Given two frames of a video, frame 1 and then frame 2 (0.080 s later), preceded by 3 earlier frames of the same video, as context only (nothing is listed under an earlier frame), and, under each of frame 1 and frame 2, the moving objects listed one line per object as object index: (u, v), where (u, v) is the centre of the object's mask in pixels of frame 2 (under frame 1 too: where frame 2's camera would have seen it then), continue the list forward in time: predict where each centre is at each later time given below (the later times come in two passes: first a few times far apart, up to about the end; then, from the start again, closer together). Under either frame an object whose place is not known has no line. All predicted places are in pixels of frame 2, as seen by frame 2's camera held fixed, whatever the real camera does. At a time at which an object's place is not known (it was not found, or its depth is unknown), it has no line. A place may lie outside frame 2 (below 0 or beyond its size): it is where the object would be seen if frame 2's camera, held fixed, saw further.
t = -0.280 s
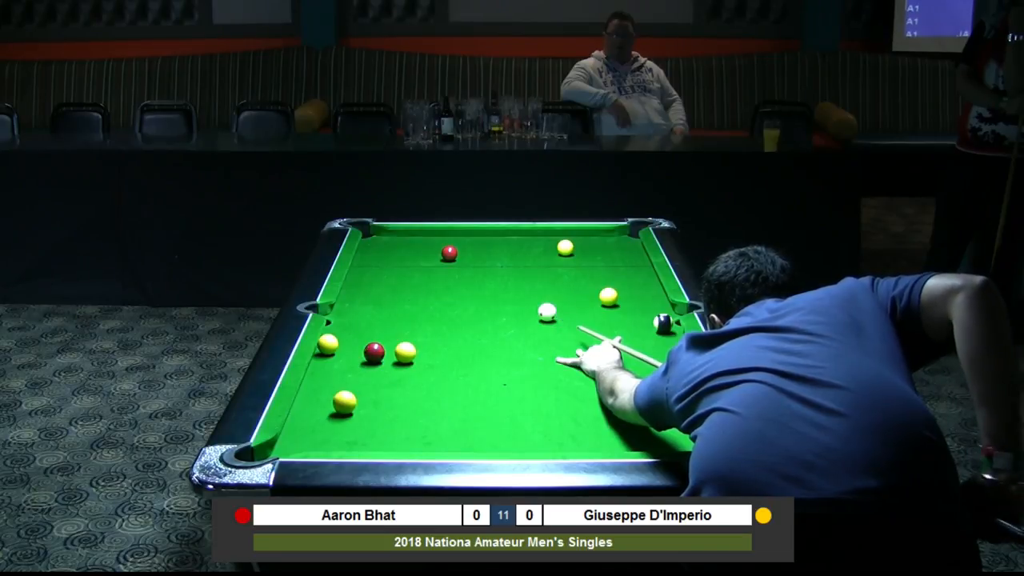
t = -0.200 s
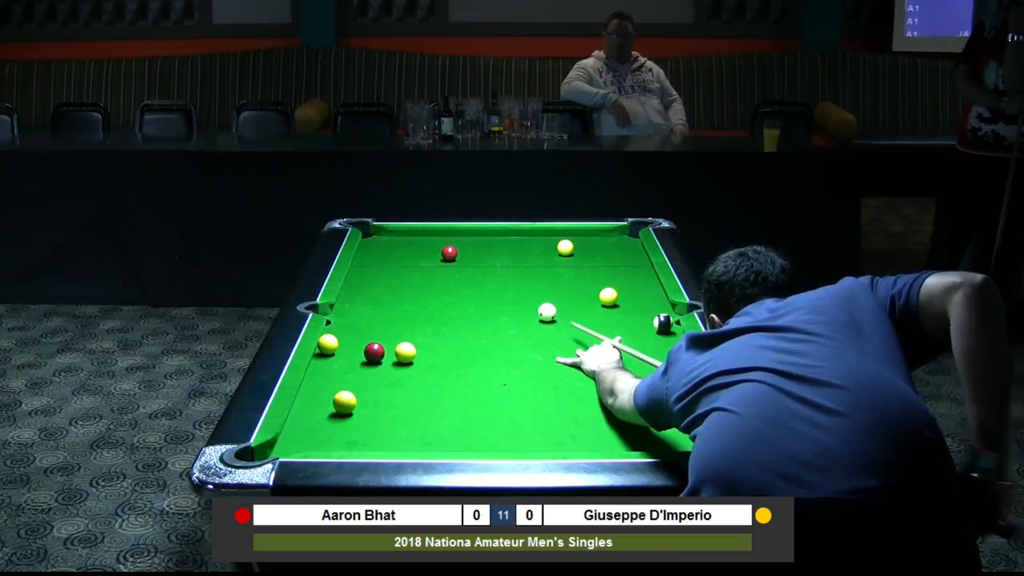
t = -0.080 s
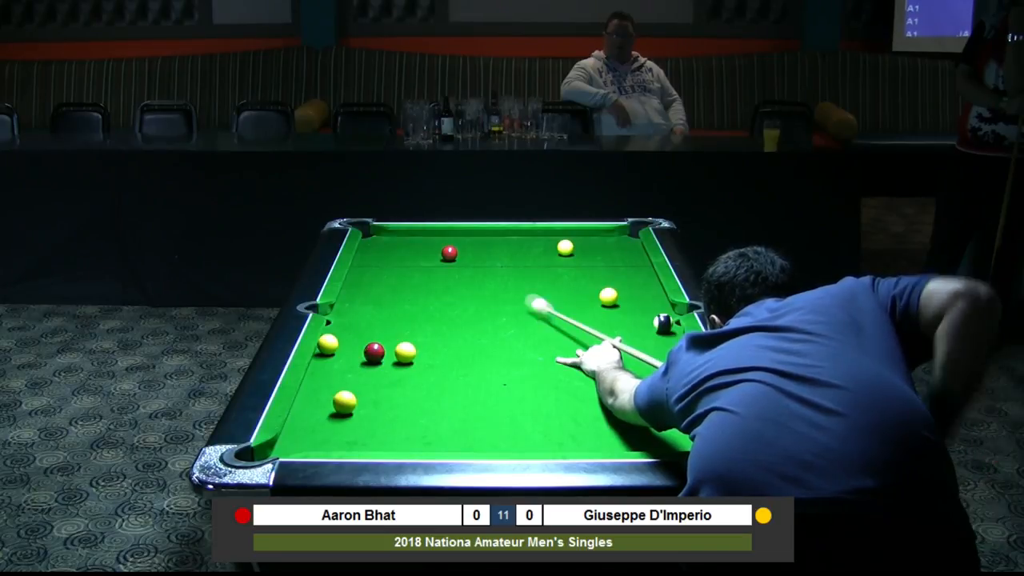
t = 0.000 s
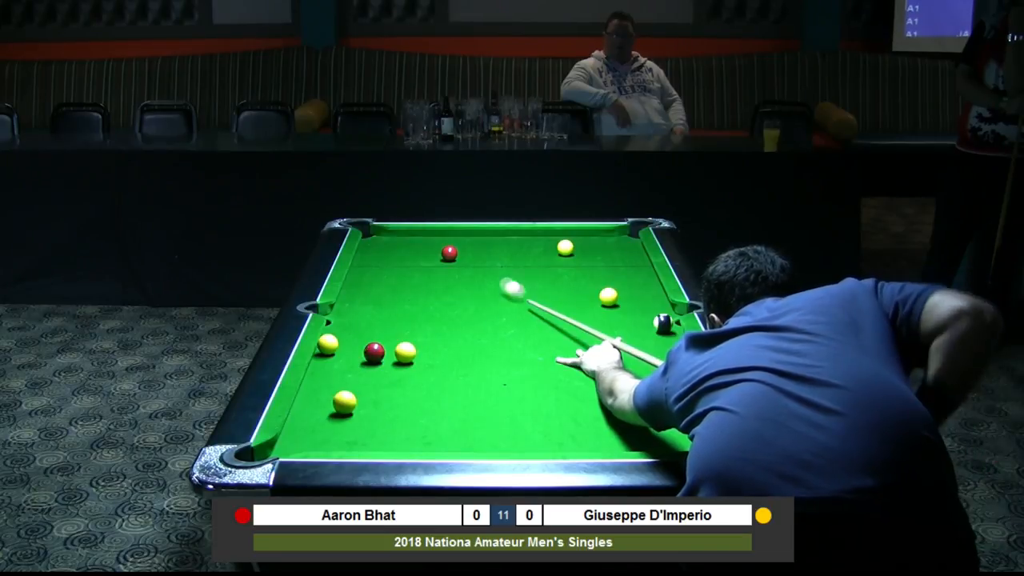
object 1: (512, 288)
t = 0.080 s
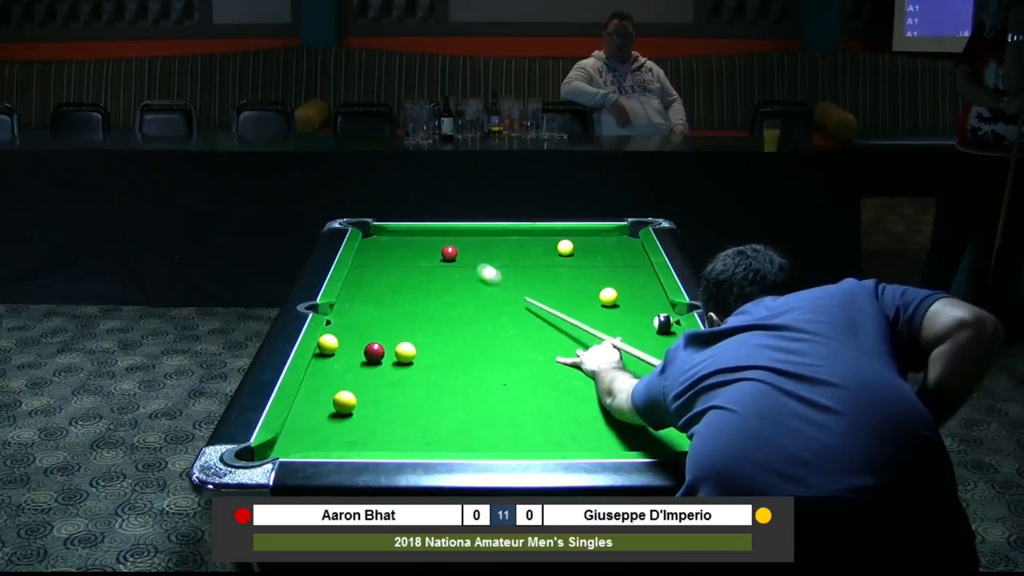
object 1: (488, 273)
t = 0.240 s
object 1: (471, 253)
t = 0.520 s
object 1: (501, 236)
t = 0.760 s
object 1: (513, 238)
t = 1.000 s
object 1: (522, 247)
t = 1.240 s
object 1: (531, 256)
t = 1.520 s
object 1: (542, 267)
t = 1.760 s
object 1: (550, 276)
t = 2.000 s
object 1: (559, 285)
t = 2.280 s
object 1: (568, 295)
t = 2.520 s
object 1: (576, 304)
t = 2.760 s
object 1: (583, 312)
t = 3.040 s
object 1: (591, 322)
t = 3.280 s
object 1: (597, 329)
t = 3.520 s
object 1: (603, 336)
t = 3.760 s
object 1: (608, 343)
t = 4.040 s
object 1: (614, 350)
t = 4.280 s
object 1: (618, 355)
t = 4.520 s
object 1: (621, 360)
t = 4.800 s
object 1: (624, 364)
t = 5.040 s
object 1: (626, 367)
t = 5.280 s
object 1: (627, 369)
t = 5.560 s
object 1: (628, 370)
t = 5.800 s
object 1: (628, 370)
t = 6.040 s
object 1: (628, 370)
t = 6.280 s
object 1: (628, 370)
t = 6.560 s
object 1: (628, 370)
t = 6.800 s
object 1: (628, 370)
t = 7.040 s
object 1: (628, 370)
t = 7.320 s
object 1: (628, 370)
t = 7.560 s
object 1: (628, 370)
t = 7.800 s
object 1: (628, 370)
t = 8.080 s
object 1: (628, 370)
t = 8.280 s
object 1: (628, 370)
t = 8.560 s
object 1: (628, 370)
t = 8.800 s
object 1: (628, 370)
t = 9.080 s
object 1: (628, 370)
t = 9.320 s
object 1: (628, 370)
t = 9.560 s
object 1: (628, 370)
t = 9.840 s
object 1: (628, 370)
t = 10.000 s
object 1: (628, 370)
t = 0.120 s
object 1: (478, 266)
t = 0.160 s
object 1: (467, 260)
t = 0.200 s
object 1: (464, 255)
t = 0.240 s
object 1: (471, 253)
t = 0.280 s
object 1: (478, 251)
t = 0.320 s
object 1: (483, 249)
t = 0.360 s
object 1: (488, 246)
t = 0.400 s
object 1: (491, 244)
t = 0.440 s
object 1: (495, 241)
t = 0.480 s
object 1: (498, 239)
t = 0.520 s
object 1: (501, 236)
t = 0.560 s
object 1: (504, 233)
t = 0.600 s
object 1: (507, 232)
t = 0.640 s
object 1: (509, 233)
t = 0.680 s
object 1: (510, 235)
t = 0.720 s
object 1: (512, 237)
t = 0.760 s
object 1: (513, 238)
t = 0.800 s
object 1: (514, 239)
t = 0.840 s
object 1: (516, 241)
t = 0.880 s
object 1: (517, 242)
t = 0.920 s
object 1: (519, 244)
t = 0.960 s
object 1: (520, 245)
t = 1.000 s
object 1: (522, 247)
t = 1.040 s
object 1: (523, 249)
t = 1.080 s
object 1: (525, 250)
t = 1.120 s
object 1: (526, 252)
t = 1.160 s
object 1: (528, 253)
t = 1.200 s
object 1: (529, 255)
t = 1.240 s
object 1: (531, 256)
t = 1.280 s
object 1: (532, 258)
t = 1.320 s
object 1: (534, 259)
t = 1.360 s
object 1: (535, 261)
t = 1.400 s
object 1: (537, 262)
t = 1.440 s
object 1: (538, 264)
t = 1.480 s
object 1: (540, 265)
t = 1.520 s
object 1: (542, 267)
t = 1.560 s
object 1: (543, 268)
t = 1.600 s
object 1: (544, 270)
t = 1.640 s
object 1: (546, 271)
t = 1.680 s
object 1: (547, 273)
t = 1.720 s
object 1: (549, 274)
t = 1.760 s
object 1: (550, 276)
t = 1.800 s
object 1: (552, 277)
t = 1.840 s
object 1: (553, 279)
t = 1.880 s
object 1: (554, 280)
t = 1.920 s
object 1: (556, 282)
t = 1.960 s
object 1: (557, 283)
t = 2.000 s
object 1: (559, 285)
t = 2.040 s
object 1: (560, 286)
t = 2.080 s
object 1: (561, 288)
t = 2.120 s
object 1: (563, 289)
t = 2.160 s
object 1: (564, 291)
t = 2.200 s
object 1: (565, 292)
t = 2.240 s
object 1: (567, 294)
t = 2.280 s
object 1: (568, 295)
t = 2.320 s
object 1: (569, 296)
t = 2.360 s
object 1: (571, 298)
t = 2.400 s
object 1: (572, 299)
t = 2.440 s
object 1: (573, 301)
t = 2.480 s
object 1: (575, 303)
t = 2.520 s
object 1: (576, 304)
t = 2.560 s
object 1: (577, 305)
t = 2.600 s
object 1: (578, 307)
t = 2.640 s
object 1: (579, 308)
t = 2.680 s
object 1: (581, 309)
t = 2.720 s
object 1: (582, 311)
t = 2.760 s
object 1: (583, 312)
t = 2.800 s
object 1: (584, 314)
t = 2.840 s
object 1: (585, 315)
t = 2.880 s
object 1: (586, 316)
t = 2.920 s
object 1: (588, 318)
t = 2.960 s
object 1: (589, 319)
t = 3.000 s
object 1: (590, 320)
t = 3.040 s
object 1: (591, 322)
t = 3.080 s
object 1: (592, 323)
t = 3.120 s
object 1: (593, 324)
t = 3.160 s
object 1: (594, 325)
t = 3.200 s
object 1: (595, 327)
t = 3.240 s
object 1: (596, 328)
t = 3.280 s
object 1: (597, 329)
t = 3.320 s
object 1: (598, 330)
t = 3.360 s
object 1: (599, 331)
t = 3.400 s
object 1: (600, 333)
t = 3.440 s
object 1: (601, 334)
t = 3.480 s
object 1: (602, 335)
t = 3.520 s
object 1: (603, 336)
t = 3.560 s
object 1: (604, 337)
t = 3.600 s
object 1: (605, 339)
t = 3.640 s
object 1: (606, 340)
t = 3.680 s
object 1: (606, 341)
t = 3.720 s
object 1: (607, 342)
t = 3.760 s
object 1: (608, 343)
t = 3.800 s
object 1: (609, 344)
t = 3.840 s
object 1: (610, 345)
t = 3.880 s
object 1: (611, 346)
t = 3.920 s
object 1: (611, 347)
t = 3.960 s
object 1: (612, 348)
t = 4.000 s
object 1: (613, 349)
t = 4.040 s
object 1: (614, 350)
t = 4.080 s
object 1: (615, 351)
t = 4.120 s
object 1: (615, 352)
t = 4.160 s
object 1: (616, 353)
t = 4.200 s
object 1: (616, 354)
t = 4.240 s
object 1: (617, 354)
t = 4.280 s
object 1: (618, 355)
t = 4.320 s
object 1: (618, 356)
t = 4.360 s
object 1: (619, 357)
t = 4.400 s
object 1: (620, 358)
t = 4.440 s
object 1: (620, 358)
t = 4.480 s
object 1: (621, 359)
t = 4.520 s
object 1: (621, 360)
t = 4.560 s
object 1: (622, 360)
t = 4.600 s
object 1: (622, 361)
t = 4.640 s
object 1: (622, 362)
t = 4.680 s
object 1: (623, 362)
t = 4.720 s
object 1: (623, 363)
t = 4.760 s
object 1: (624, 363)
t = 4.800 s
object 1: (624, 364)
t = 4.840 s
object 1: (624, 365)
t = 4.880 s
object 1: (625, 365)
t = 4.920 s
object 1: (625, 366)
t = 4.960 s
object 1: (625, 366)
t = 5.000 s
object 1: (625, 367)
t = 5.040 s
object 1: (626, 367)
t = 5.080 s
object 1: (626, 367)
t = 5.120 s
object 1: (626, 367)
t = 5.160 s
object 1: (626, 368)
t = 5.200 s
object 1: (626, 368)
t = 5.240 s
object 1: (626, 368)
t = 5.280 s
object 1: (627, 369)
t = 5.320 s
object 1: (627, 369)
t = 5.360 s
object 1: (627, 369)
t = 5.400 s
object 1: (627, 370)
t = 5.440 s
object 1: (628, 369)
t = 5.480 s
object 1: (628, 370)
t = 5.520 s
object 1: (628, 370)
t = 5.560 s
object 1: (628, 370)
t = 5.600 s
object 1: (628, 370)
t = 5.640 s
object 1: (628, 370)
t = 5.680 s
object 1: (628, 370)
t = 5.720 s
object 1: (628, 370)
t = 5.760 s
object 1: (628, 370)
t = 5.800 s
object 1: (628, 370)
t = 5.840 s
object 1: (628, 370)
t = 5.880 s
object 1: (628, 370)
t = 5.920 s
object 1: (628, 370)
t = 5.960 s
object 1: (628, 370)
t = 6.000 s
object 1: (628, 370)
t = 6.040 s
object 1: (628, 370)
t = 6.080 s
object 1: (628, 370)
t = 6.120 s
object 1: (628, 370)
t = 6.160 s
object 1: (628, 370)
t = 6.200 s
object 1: (628, 370)
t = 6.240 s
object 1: (628, 370)
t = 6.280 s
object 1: (628, 370)
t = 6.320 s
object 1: (628, 370)
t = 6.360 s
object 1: (628, 370)
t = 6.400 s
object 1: (628, 370)
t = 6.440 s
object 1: (628, 370)
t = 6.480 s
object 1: (628, 370)
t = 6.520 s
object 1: (628, 370)
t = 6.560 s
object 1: (628, 370)
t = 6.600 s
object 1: (628, 370)
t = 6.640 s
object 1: (628, 370)
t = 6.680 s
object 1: (628, 370)
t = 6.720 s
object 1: (628, 370)
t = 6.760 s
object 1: (628, 370)
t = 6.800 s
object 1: (628, 370)
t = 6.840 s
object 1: (628, 370)
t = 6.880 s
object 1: (628, 370)
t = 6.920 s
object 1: (628, 370)
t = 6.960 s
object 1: (628, 370)
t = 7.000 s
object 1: (628, 370)
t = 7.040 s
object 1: (628, 370)
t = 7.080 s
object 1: (628, 370)
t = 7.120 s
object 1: (628, 370)
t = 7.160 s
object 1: (628, 370)
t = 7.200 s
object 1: (628, 370)
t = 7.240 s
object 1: (628, 370)
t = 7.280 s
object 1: (628, 370)
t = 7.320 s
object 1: (628, 370)
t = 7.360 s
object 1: (628, 370)
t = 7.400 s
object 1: (628, 370)
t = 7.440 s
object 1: (628, 370)
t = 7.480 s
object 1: (628, 370)
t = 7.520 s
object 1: (628, 370)
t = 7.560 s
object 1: (628, 370)
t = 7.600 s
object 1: (628, 370)
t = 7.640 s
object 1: (628, 370)
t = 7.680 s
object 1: (628, 370)
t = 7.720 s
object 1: (628, 370)
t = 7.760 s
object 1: (628, 370)
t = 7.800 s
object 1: (628, 370)
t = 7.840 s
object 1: (628, 370)
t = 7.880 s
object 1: (628, 370)
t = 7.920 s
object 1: (628, 370)
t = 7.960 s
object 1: (628, 370)
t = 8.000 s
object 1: (628, 370)
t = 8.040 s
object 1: (628, 370)
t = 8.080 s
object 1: (628, 370)
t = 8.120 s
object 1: (628, 370)
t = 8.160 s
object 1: (628, 370)
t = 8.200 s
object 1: (628, 370)
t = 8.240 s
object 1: (628, 370)
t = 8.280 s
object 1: (628, 370)
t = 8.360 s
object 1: (628, 370)
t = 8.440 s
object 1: (628, 370)
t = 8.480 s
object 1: (628, 370)
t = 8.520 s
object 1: (628, 370)
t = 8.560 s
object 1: (628, 370)
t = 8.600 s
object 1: (628, 370)
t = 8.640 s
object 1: (628, 370)
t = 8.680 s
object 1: (628, 370)
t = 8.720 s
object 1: (628, 370)
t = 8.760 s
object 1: (628, 370)
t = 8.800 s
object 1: (628, 370)
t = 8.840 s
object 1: (628, 370)
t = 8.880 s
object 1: (628, 370)
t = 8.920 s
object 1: (628, 370)
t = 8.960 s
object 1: (628, 370)
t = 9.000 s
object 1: (628, 370)
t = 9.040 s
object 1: (628, 370)
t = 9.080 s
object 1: (628, 370)
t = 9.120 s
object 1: (628, 370)
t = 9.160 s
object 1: (628, 370)
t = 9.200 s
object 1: (628, 370)
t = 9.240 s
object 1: (628, 370)
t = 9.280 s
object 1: (628, 370)
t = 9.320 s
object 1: (628, 370)
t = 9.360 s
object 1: (628, 370)
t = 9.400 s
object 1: (628, 370)
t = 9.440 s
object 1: (628, 370)
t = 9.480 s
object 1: (628, 370)
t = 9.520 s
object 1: (628, 370)
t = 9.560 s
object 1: (628, 370)
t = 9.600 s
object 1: (628, 370)
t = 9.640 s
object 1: (628, 370)
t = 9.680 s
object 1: (628, 370)
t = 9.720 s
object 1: (628, 370)
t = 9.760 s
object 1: (628, 370)
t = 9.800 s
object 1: (628, 370)
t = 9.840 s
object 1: (628, 370)
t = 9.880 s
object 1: (628, 370)
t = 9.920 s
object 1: (628, 370)
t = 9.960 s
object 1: (628, 370)
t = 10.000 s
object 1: (628, 370)
